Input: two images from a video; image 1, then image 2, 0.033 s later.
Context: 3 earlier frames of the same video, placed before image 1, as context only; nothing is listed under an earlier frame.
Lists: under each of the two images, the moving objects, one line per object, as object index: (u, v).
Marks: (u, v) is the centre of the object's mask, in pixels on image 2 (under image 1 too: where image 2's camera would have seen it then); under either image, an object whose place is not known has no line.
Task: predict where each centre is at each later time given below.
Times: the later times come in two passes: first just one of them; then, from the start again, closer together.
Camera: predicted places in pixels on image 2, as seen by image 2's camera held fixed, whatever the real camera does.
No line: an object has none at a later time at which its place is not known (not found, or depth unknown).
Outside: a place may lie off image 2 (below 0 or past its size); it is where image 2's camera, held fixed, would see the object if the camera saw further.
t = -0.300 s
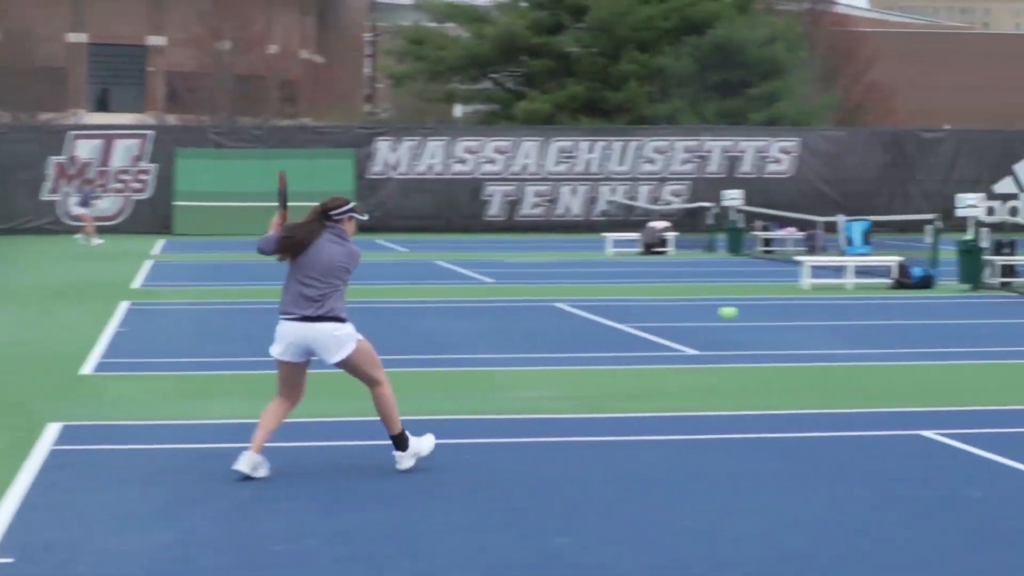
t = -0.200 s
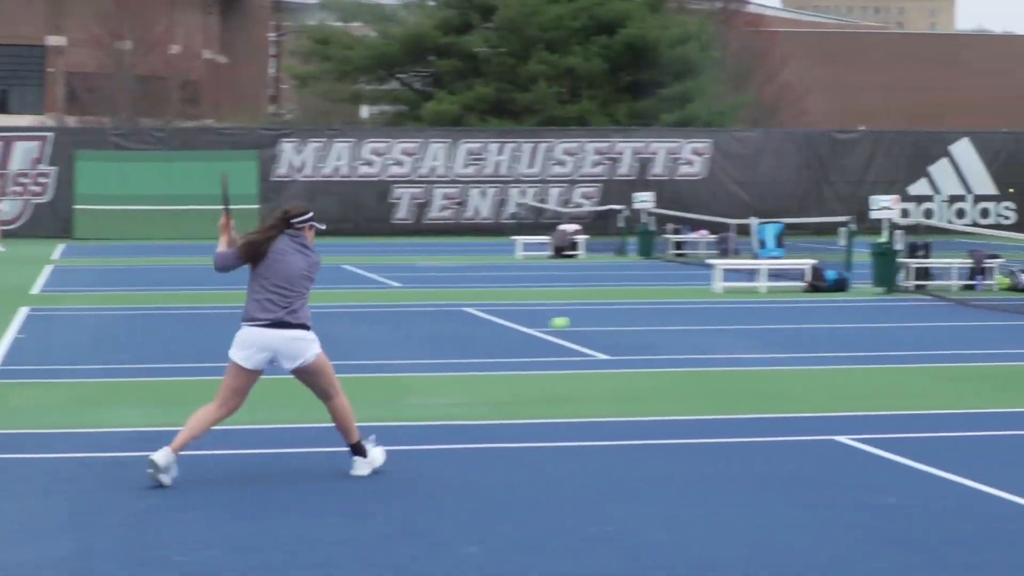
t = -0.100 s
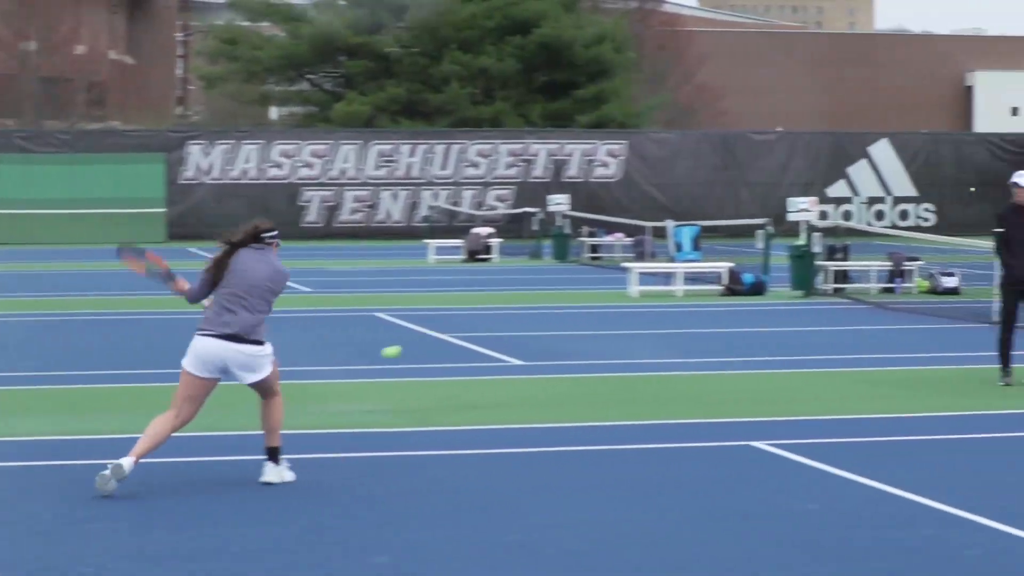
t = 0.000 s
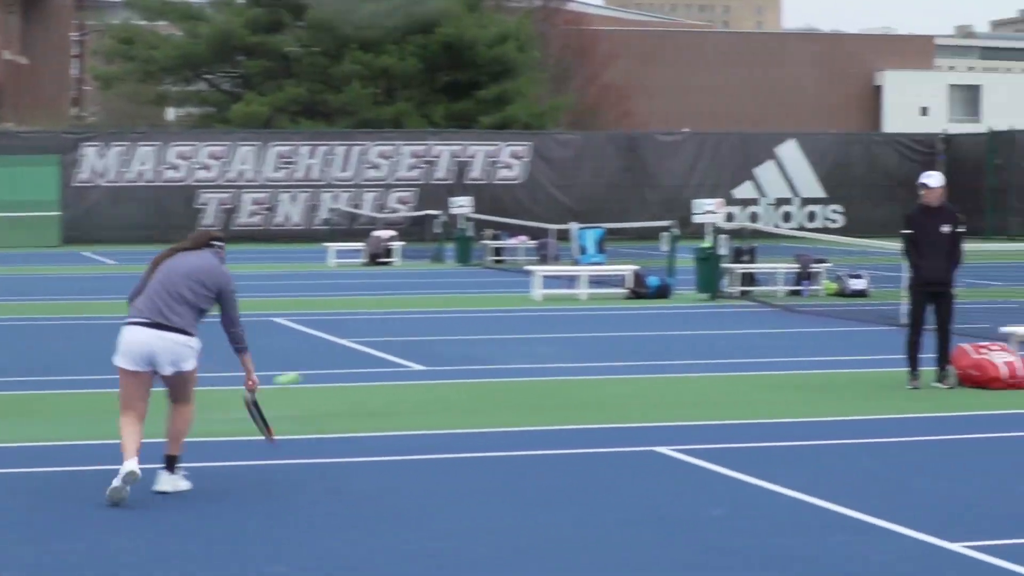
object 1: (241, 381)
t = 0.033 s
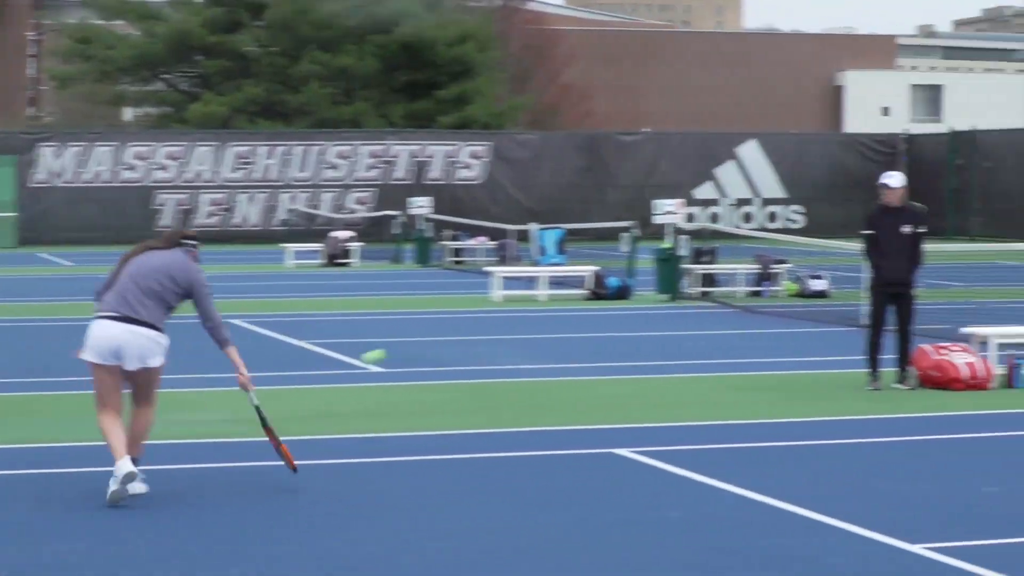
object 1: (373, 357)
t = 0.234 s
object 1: (1042, 245)
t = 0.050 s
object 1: (436, 345)
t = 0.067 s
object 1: (496, 334)
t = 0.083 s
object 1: (555, 322)
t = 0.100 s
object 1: (614, 312)
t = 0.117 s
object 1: (670, 302)
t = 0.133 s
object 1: (724, 294)
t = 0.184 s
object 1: (884, 268)
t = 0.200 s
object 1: (937, 259)
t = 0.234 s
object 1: (1042, 245)
